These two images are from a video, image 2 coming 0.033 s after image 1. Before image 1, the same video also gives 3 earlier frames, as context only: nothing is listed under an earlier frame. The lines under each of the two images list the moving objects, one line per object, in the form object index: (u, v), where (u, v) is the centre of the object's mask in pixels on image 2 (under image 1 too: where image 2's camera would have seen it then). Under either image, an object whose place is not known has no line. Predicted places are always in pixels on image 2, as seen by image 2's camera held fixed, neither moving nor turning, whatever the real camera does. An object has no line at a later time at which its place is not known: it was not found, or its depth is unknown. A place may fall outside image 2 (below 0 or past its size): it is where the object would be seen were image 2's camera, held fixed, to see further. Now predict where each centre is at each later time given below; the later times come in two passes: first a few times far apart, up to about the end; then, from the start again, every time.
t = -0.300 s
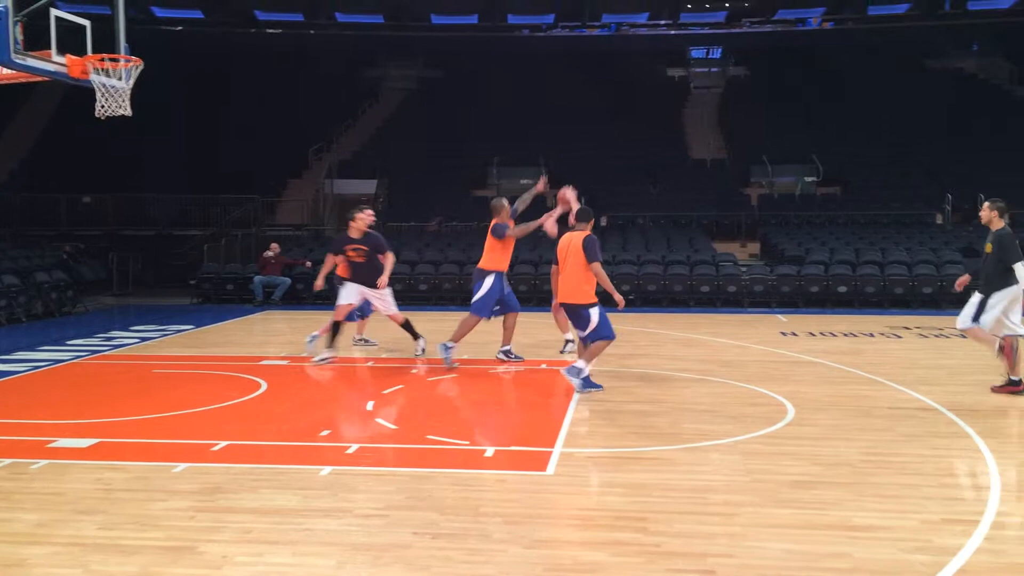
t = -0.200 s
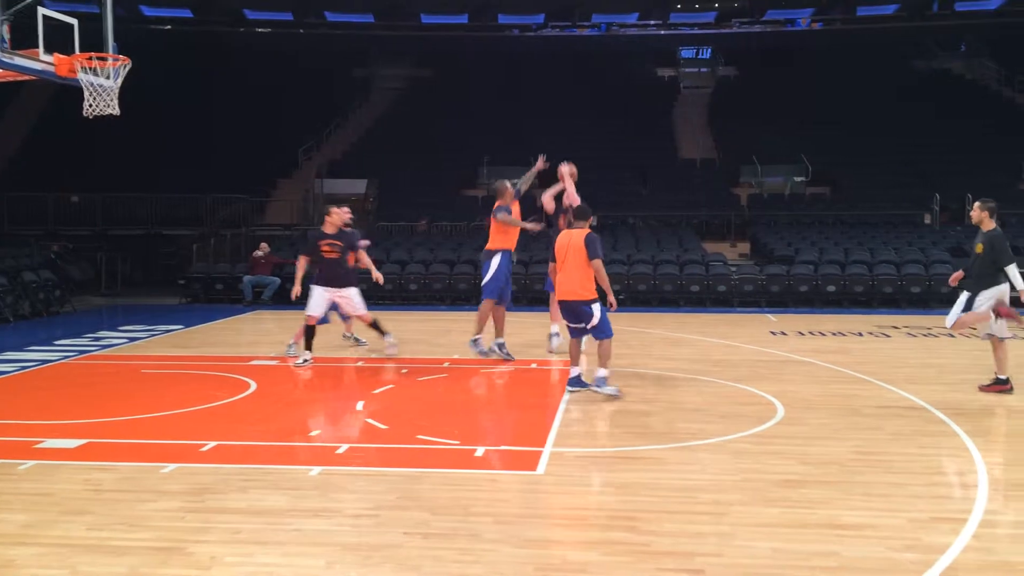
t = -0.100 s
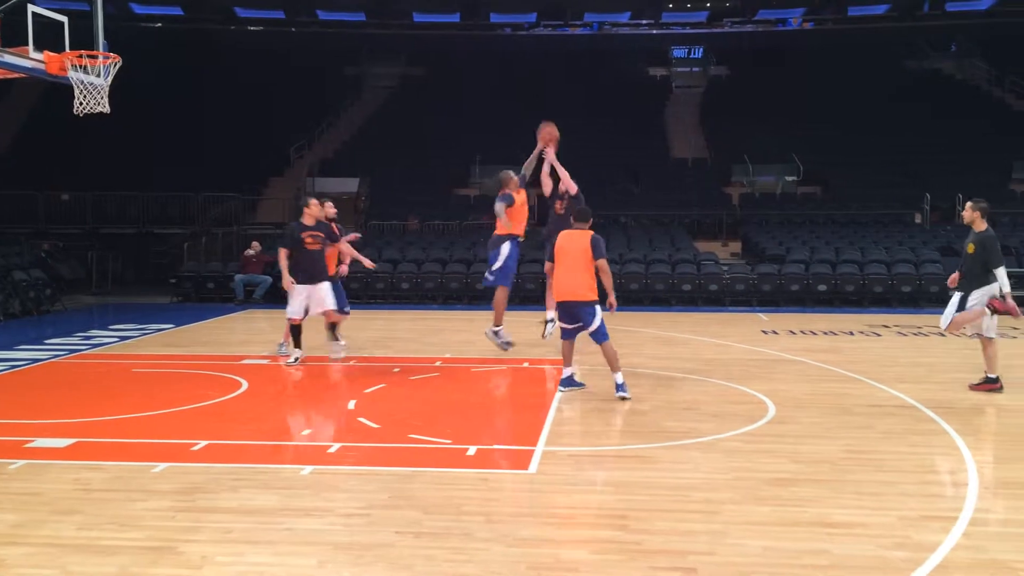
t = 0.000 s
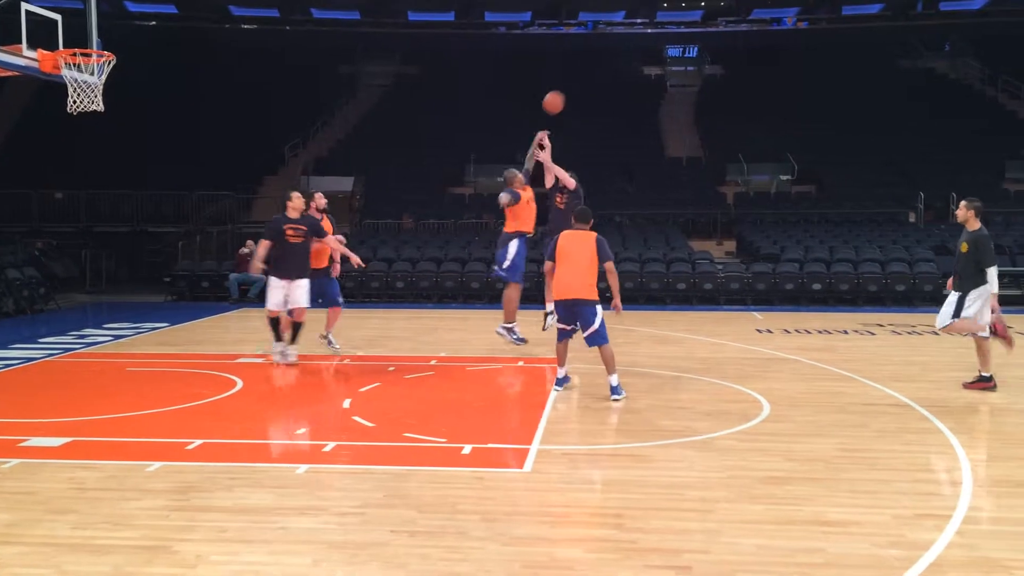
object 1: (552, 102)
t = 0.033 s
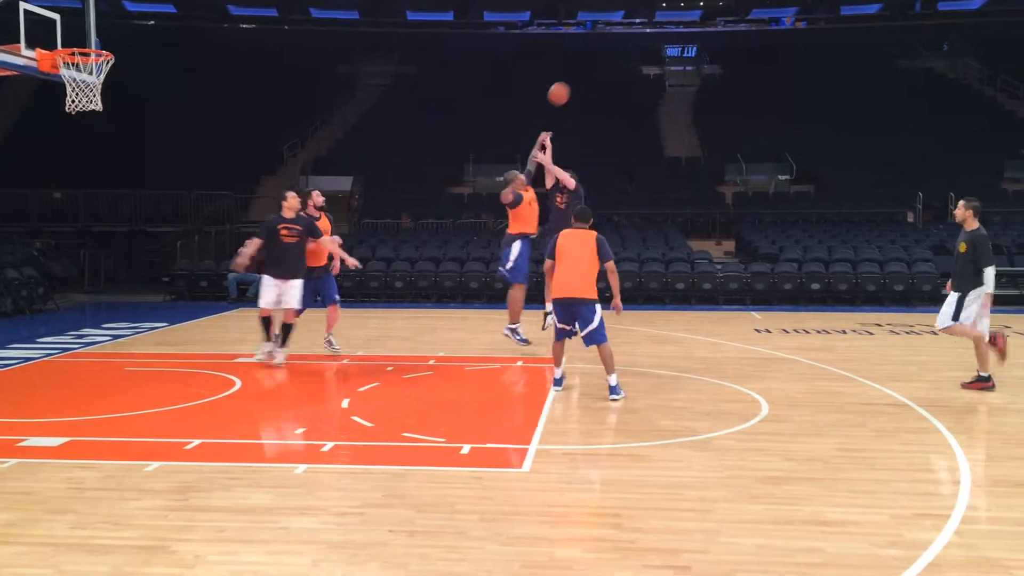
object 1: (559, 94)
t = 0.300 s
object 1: (611, 58)
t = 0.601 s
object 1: (672, 88)
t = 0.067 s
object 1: (566, 86)
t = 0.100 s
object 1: (572, 79)
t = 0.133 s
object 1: (578, 73)
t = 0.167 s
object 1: (585, 68)
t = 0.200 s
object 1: (592, 64)
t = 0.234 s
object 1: (598, 61)
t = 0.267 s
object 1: (605, 59)
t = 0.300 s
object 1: (611, 58)
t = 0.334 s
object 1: (618, 58)
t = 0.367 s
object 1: (625, 58)
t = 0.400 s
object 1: (632, 59)
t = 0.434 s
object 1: (638, 61)
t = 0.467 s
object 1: (645, 65)
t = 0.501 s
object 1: (652, 69)
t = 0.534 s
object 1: (658, 75)
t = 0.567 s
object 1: (665, 81)
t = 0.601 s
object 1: (672, 88)
